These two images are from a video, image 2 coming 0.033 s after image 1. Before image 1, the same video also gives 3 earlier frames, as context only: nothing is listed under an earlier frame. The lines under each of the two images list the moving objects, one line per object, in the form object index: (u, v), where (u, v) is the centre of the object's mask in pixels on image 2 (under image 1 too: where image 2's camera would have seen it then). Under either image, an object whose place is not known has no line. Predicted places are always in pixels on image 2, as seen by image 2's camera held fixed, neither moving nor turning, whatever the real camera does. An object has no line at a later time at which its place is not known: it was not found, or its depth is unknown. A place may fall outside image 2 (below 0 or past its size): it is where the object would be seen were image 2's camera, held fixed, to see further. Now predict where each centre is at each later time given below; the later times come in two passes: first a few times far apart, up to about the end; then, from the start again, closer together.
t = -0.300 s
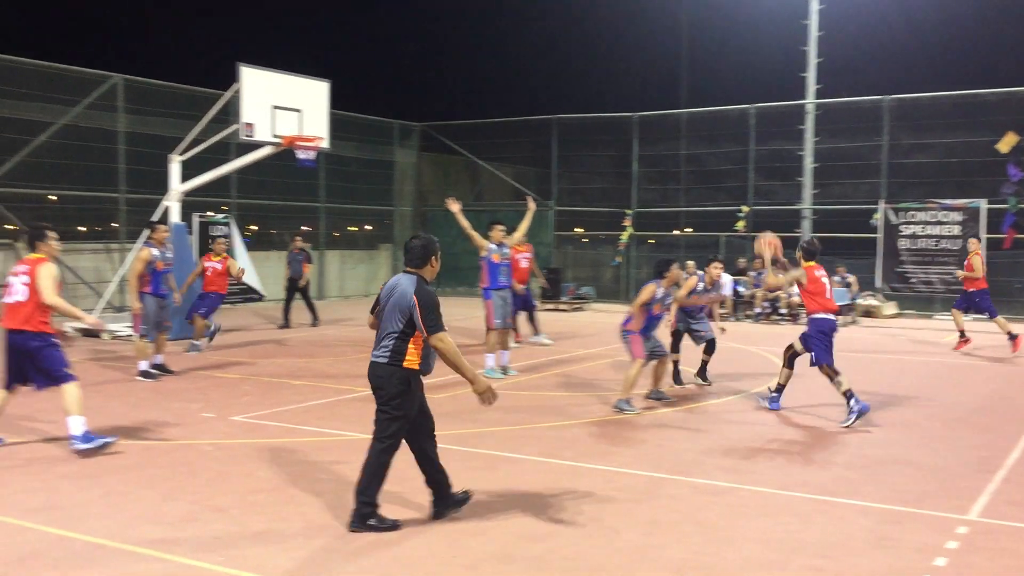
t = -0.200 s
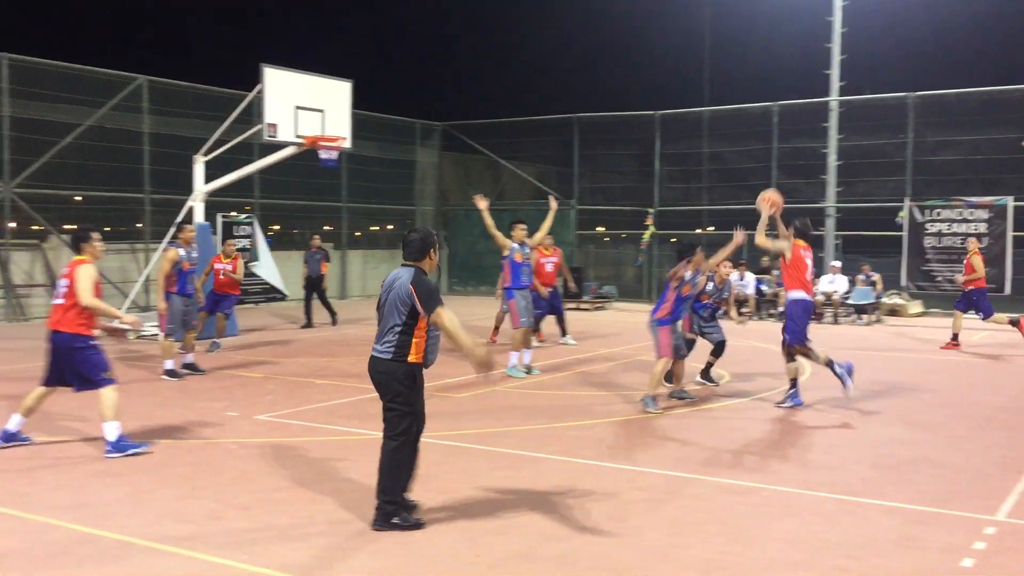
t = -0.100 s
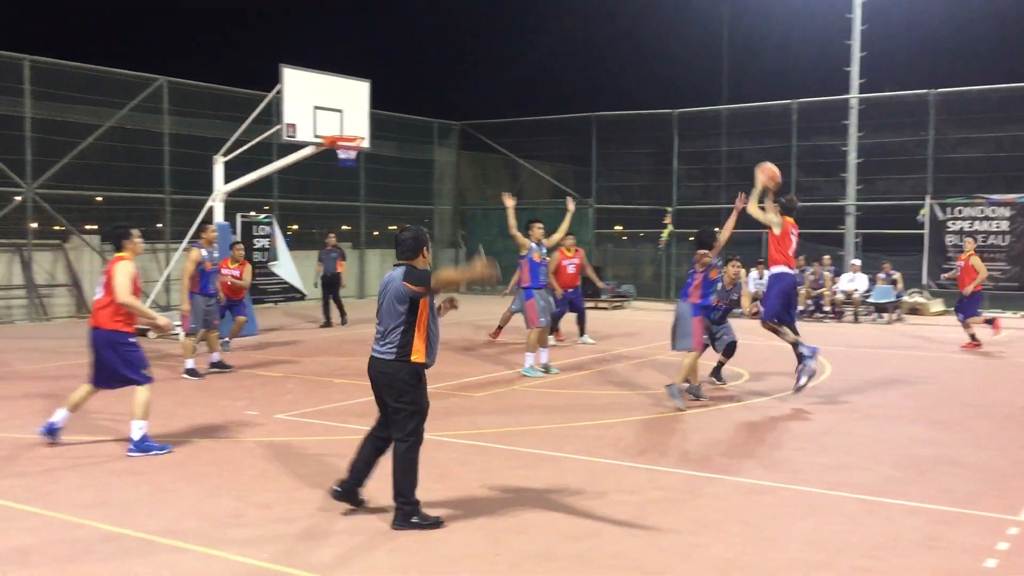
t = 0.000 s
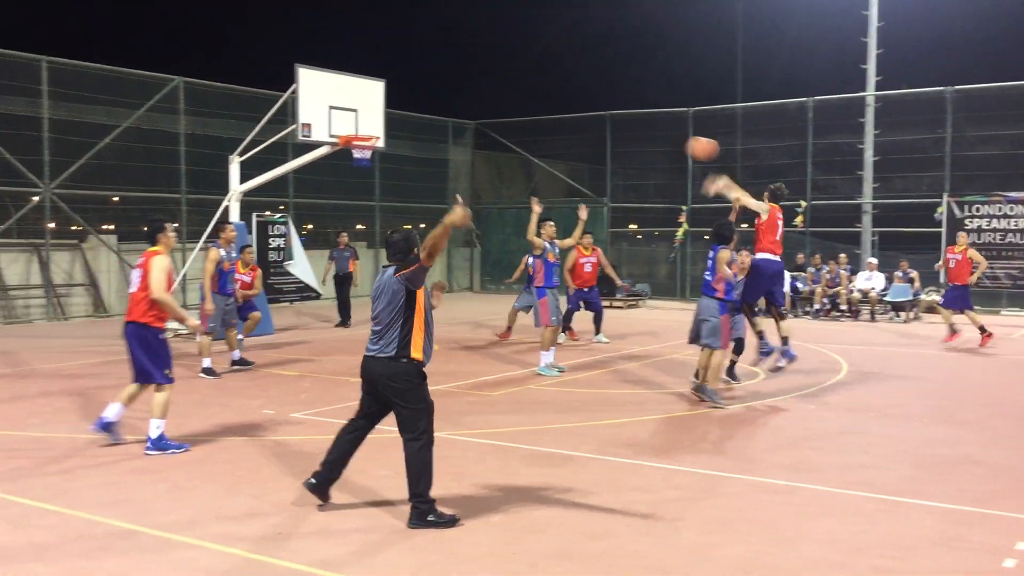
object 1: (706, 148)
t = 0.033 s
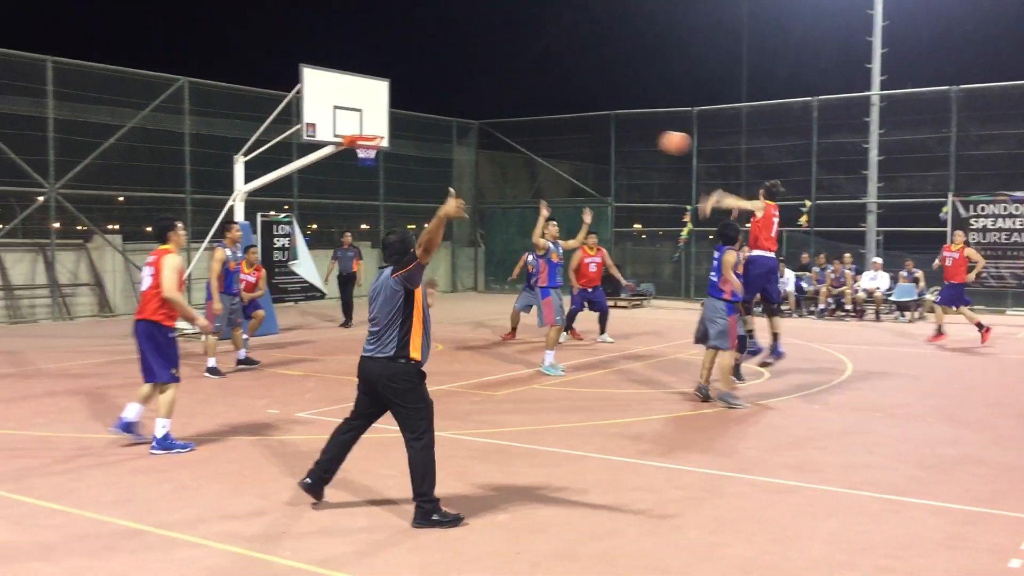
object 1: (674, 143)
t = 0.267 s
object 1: (482, 135)
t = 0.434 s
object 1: (370, 155)
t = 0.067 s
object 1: (644, 139)
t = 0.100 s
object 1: (615, 135)
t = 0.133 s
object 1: (586, 133)
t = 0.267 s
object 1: (482, 135)
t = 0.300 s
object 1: (457, 136)
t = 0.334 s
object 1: (435, 140)
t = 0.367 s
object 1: (415, 144)
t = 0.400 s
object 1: (392, 149)
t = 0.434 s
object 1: (370, 155)
